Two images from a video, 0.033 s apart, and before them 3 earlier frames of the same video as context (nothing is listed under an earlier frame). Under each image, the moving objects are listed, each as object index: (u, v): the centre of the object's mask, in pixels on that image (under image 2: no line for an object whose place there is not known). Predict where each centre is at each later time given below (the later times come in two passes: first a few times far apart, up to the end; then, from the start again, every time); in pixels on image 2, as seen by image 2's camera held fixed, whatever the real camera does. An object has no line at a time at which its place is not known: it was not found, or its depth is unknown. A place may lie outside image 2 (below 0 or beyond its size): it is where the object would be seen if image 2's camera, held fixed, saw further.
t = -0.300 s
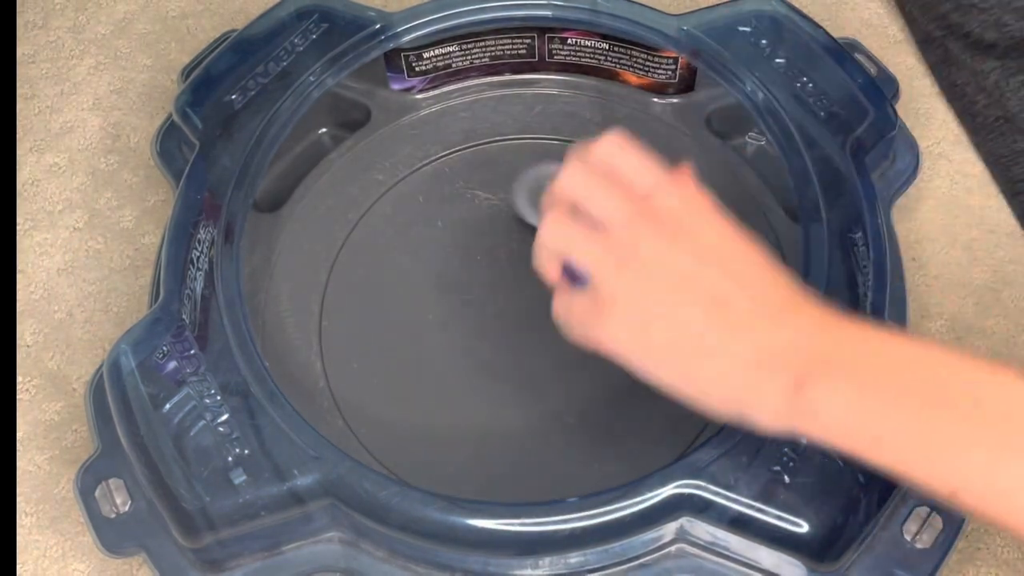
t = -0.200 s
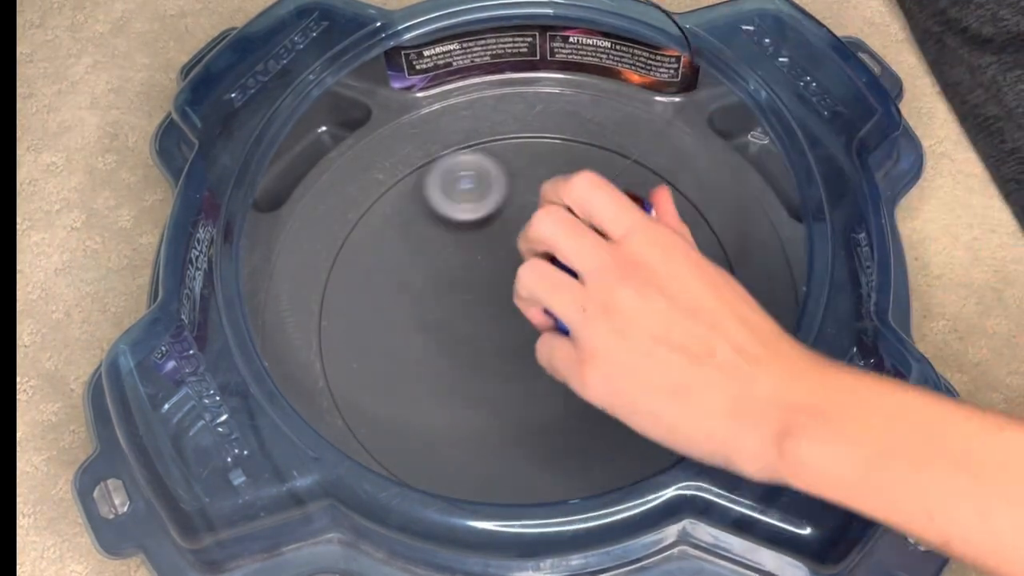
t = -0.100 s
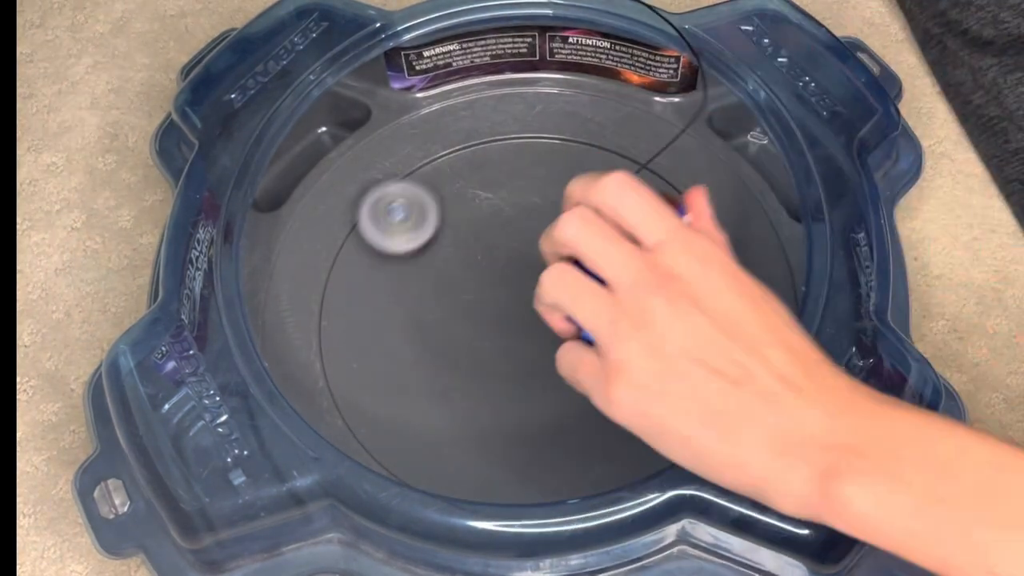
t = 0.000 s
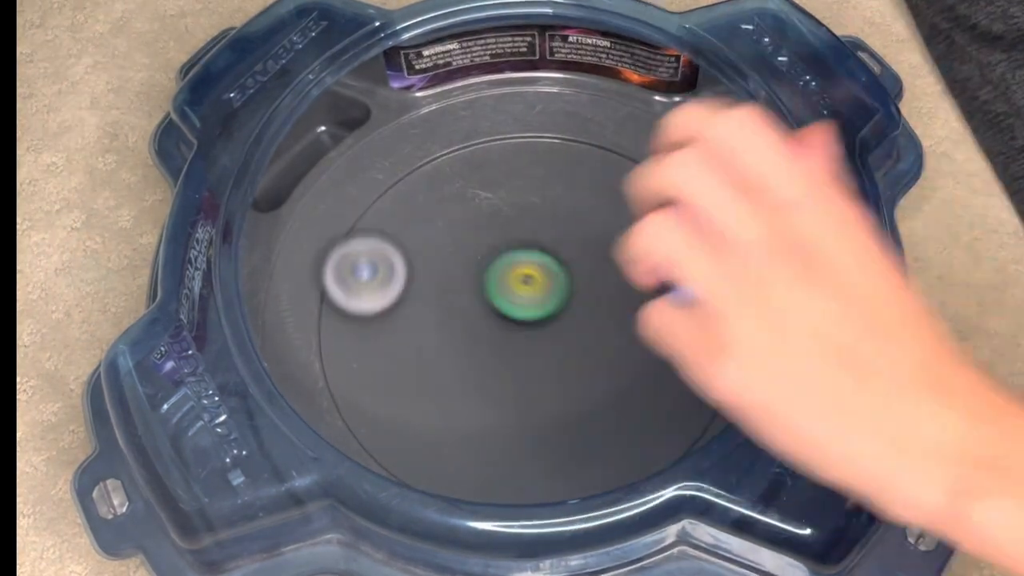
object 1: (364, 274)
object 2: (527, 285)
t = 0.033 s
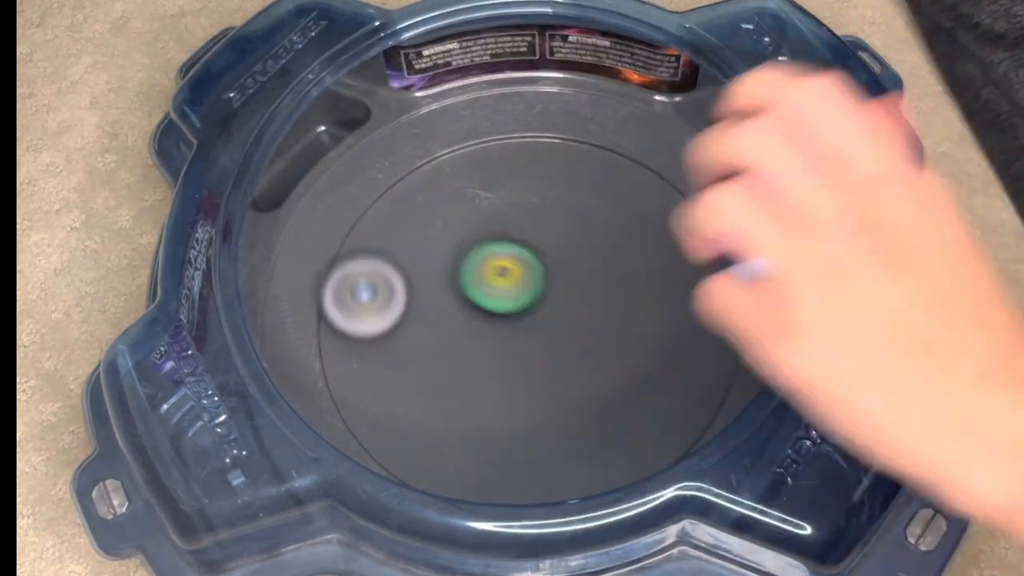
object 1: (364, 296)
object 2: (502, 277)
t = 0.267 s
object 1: (502, 407)
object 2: (337, 308)
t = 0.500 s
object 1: (634, 298)
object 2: (429, 417)
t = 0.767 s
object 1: (511, 178)
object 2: (567, 292)
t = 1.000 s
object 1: (405, 279)
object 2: (447, 158)
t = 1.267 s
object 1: (541, 372)
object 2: (347, 294)
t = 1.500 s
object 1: (622, 287)
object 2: (492, 383)
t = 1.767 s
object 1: (542, 176)
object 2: (627, 268)
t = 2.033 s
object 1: (432, 262)
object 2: (486, 159)
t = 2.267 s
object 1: (513, 351)
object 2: (391, 285)
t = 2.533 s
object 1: (629, 303)
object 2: (592, 395)
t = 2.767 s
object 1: (575, 236)
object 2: (692, 219)
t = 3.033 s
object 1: (502, 310)
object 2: (537, 145)
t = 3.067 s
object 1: (505, 322)
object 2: (514, 152)
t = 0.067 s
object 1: (368, 319)
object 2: (476, 271)
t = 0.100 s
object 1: (378, 340)
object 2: (452, 267)
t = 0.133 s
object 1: (394, 360)
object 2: (425, 266)
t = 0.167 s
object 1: (415, 378)
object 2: (400, 270)
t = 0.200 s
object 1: (441, 393)
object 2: (377, 278)
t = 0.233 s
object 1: (471, 403)
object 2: (356, 291)
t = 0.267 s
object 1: (502, 407)
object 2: (337, 308)
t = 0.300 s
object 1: (532, 404)
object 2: (325, 327)
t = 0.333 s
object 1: (560, 396)
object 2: (338, 347)
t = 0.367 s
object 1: (585, 383)
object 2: (353, 366)
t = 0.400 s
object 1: (605, 367)
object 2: (370, 383)
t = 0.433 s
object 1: (621, 346)
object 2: (386, 397)
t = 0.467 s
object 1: (630, 323)
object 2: (406, 410)
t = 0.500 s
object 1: (634, 298)
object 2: (429, 417)
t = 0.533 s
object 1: (632, 273)
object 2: (454, 420)
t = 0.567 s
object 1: (626, 251)
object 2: (480, 417)
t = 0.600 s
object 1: (615, 231)
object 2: (506, 407)
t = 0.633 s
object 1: (600, 214)
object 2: (528, 391)
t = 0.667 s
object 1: (581, 198)
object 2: (546, 370)
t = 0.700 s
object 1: (559, 186)
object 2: (559, 346)
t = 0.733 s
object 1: (535, 179)
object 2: (566, 319)
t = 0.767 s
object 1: (511, 178)
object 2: (567, 292)
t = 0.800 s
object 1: (485, 182)
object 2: (561, 265)
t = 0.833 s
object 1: (461, 189)
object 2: (551, 239)
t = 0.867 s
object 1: (440, 201)
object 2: (536, 215)
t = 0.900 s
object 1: (424, 217)
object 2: (517, 195)
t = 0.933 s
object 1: (412, 237)
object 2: (496, 179)
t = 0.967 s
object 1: (406, 258)
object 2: (472, 165)
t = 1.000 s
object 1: (405, 279)
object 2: (447, 158)
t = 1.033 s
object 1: (409, 301)
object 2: (421, 156)
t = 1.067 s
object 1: (418, 321)
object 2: (407, 174)
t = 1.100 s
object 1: (431, 339)
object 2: (392, 194)
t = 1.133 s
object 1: (450, 354)
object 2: (379, 215)
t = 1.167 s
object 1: (470, 364)
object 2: (365, 235)
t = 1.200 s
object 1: (494, 370)
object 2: (356, 254)
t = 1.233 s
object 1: (518, 373)
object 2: (349, 274)
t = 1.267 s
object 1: (541, 372)
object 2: (347, 294)
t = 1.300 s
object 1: (561, 368)
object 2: (351, 314)
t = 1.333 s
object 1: (581, 359)
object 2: (362, 333)
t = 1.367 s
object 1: (596, 348)
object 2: (378, 350)
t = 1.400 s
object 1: (609, 334)
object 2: (401, 365)
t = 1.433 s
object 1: (617, 319)
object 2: (428, 377)
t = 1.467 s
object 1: (621, 303)
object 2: (459, 384)
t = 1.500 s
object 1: (622, 287)
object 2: (492, 383)
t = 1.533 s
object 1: (619, 273)
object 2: (523, 374)
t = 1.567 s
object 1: (612, 261)
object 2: (552, 359)
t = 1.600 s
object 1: (604, 250)
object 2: (578, 339)
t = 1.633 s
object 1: (593, 238)
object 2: (597, 318)
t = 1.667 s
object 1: (584, 213)
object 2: (610, 310)
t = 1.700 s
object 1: (572, 194)
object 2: (620, 300)
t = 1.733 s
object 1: (558, 182)
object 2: (625, 285)
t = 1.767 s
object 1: (542, 176)
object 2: (627, 268)
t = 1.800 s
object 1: (523, 175)
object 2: (624, 249)
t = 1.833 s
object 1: (504, 177)
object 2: (616, 227)
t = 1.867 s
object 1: (485, 183)
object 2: (603, 207)
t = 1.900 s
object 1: (466, 193)
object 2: (584, 188)
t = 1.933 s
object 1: (451, 208)
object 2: (562, 173)
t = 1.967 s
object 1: (440, 225)
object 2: (536, 163)
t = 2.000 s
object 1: (433, 243)
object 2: (511, 159)
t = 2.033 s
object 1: (432, 262)
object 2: (486, 159)
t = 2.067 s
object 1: (436, 279)
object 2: (463, 165)
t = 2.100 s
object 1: (442, 295)
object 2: (441, 175)
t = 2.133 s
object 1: (452, 310)
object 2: (423, 190)
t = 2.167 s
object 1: (464, 323)
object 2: (408, 209)
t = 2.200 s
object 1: (480, 334)
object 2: (398, 231)
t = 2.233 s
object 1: (496, 344)
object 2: (391, 257)
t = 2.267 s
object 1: (513, 351)
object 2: (391, 285)
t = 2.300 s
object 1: (532, 355)
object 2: (397, 314)
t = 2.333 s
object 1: (550, 356)
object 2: (411, 341)
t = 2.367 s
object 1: (569, 353)
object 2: (432, 364)
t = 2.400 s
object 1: (586, 348)
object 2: (457, 383)
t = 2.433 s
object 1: (602, 340)
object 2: (488, 396)
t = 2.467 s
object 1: (614, 329)
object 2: (523, 403)
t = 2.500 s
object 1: (623, 317)
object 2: (559, 402)
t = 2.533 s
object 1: (629, 303)
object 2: (592, 395)
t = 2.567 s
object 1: (630, 289)
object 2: (624, 381)
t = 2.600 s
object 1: (628, 275)
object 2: (653, 360)
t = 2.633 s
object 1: (623, 263)
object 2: (675, 334)
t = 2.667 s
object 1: (615, 252)
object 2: (690, 304)
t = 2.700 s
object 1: (604, 244)
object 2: (697, 275)
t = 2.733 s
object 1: (590, 239)
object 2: (699, 246)
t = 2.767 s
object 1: (575, 236)
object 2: (692, 219)
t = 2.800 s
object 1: (560, 237)
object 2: (682, 196)
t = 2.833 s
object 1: (545, 241)
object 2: (667, 177)
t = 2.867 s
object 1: (530, 248)
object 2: (648, 162)
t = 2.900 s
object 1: (519, 258)
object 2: (628, 150)
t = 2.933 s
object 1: (510, 270)
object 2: (606, 143)
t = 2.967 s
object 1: (504, 283)
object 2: (583, 140)
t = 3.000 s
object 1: (501, 296)
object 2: (561, 140)
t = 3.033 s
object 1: (502, 310)
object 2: (537, 145)
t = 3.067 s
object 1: (505, 322)
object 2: (514, 152)
